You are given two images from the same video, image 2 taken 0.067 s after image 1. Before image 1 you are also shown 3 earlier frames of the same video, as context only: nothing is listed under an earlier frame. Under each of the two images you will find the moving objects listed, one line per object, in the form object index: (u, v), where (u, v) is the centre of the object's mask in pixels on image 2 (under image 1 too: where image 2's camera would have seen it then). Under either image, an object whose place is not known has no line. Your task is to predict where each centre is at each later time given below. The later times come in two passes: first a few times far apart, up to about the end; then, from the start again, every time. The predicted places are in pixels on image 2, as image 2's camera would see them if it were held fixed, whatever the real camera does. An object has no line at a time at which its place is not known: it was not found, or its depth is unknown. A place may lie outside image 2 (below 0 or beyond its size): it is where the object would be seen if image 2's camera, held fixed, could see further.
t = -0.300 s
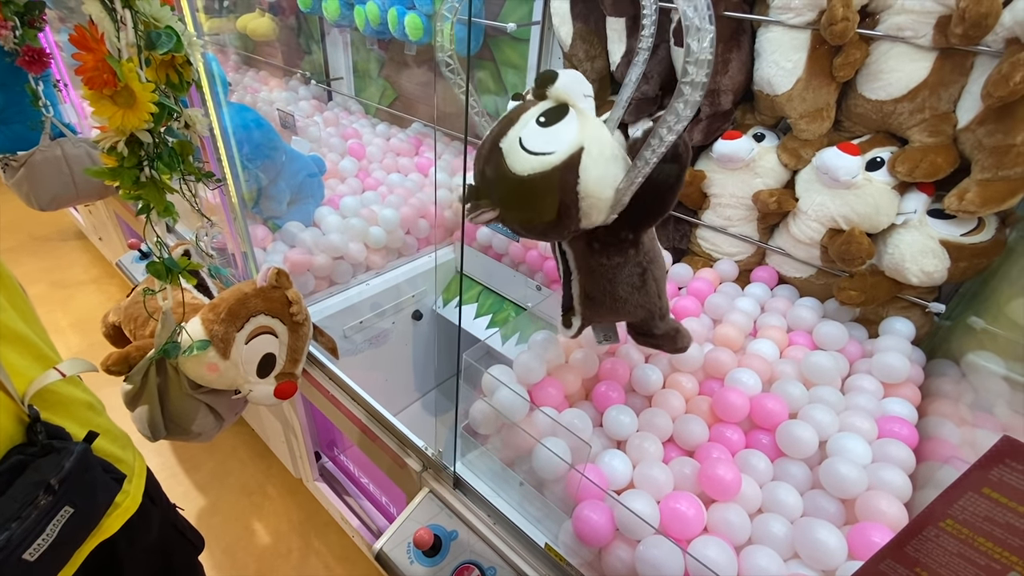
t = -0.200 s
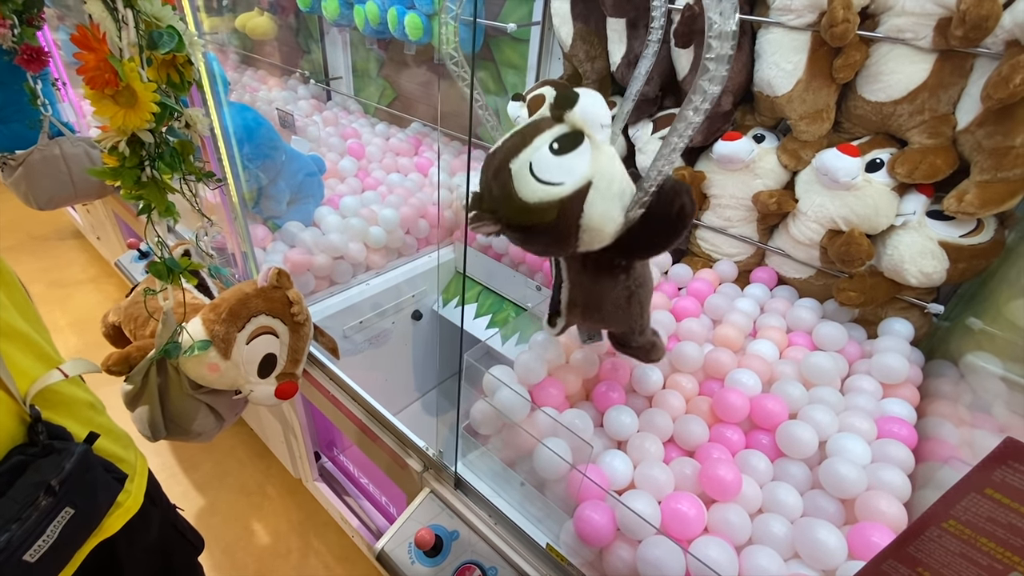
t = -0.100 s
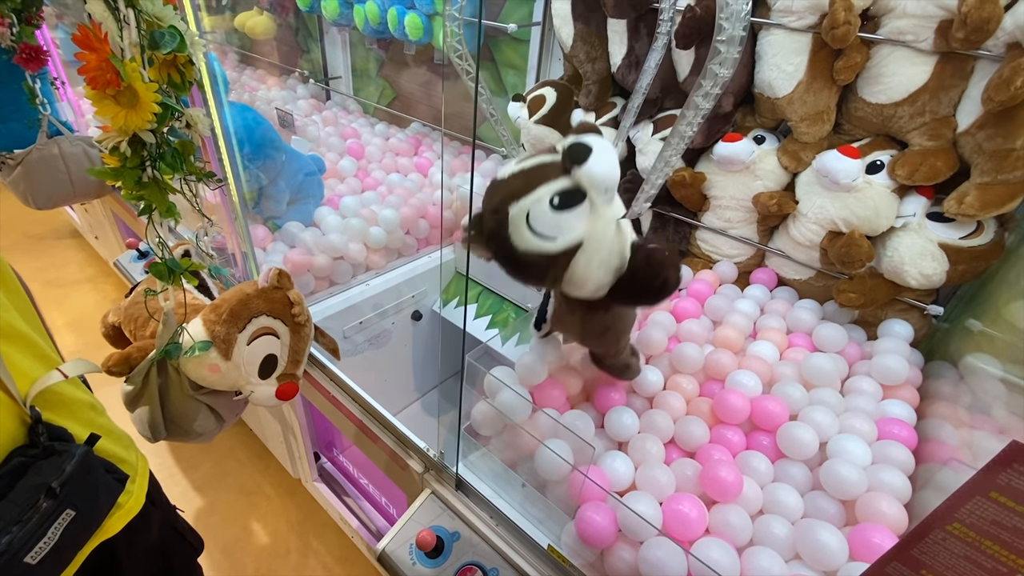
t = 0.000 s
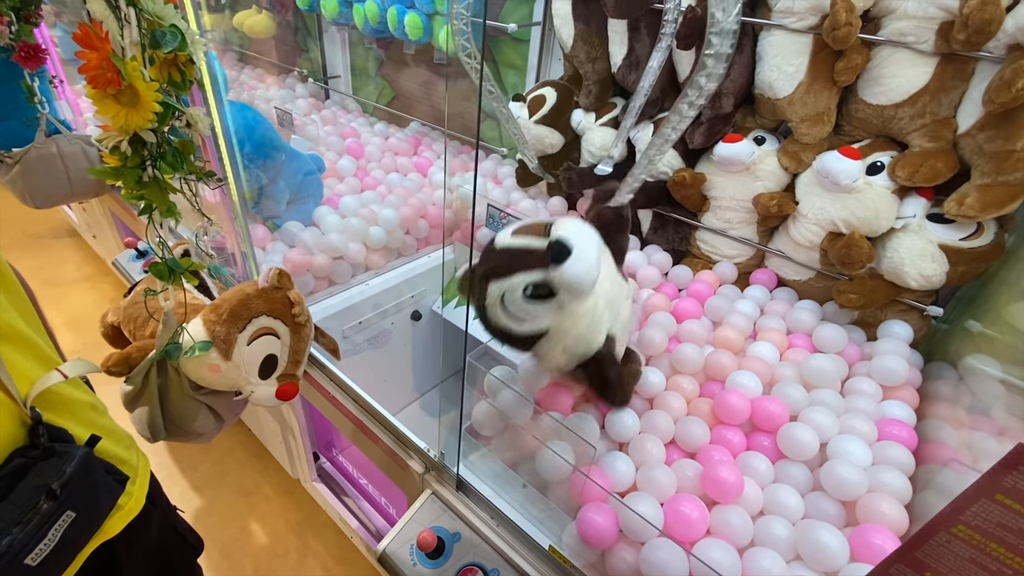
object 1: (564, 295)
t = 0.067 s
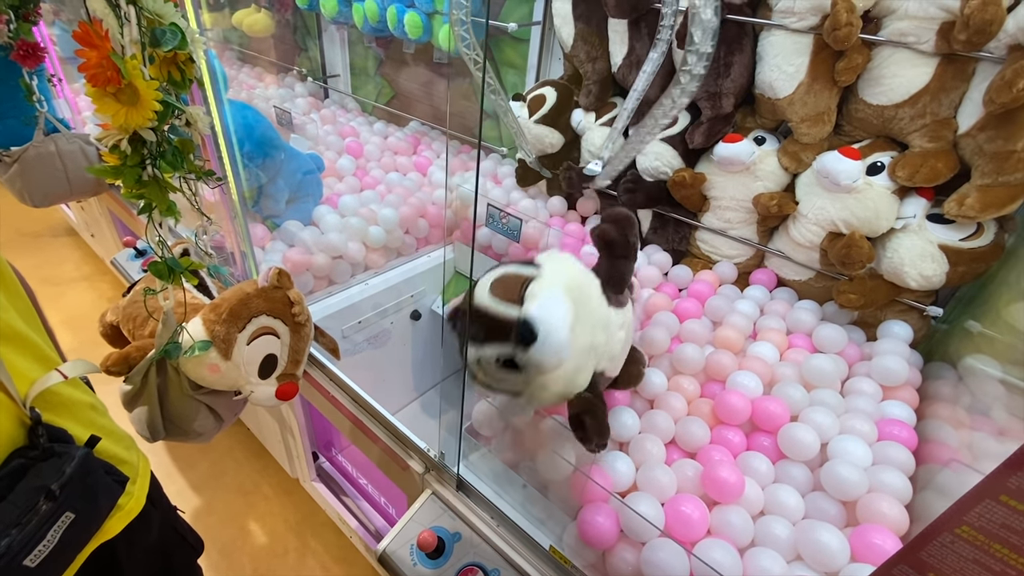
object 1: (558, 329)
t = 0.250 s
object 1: (564, 342)
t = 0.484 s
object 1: (560, 346)
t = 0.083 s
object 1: (556, 335)
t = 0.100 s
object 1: (555, 340)
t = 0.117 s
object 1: (556, 341)
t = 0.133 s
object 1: (557, 342)
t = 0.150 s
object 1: (558, 343)
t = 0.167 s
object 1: (559, 343)
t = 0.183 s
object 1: (560, 343)
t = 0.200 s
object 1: (560, 343)
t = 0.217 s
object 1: (561, 343)
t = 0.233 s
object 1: (563, 342)
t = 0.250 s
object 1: (564, 342)
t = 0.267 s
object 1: (564, 343)
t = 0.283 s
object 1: (564, 344)
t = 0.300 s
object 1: (564, 345)
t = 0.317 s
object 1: (564, 346)
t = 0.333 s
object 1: (563, 347)
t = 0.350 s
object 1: (563, 347)
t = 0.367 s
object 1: (562, 347)
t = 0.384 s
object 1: (562, 347)
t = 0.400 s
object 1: (561, 347)
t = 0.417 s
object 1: (560, 347)
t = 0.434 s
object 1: (560, 347)
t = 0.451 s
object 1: (560, 347)
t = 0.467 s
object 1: (560, 346)
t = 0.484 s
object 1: (560, 346)
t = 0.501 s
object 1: (560, 346)
